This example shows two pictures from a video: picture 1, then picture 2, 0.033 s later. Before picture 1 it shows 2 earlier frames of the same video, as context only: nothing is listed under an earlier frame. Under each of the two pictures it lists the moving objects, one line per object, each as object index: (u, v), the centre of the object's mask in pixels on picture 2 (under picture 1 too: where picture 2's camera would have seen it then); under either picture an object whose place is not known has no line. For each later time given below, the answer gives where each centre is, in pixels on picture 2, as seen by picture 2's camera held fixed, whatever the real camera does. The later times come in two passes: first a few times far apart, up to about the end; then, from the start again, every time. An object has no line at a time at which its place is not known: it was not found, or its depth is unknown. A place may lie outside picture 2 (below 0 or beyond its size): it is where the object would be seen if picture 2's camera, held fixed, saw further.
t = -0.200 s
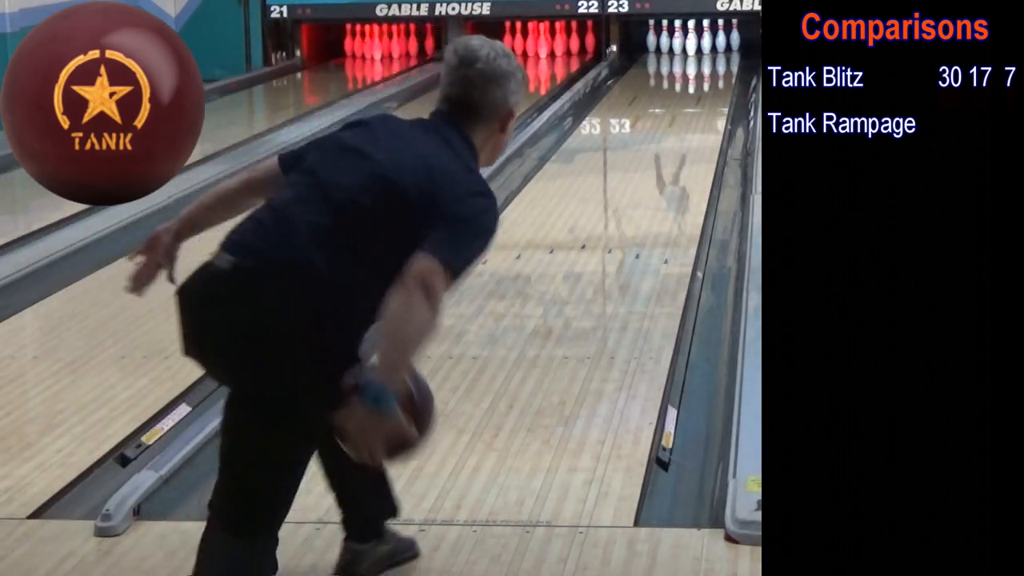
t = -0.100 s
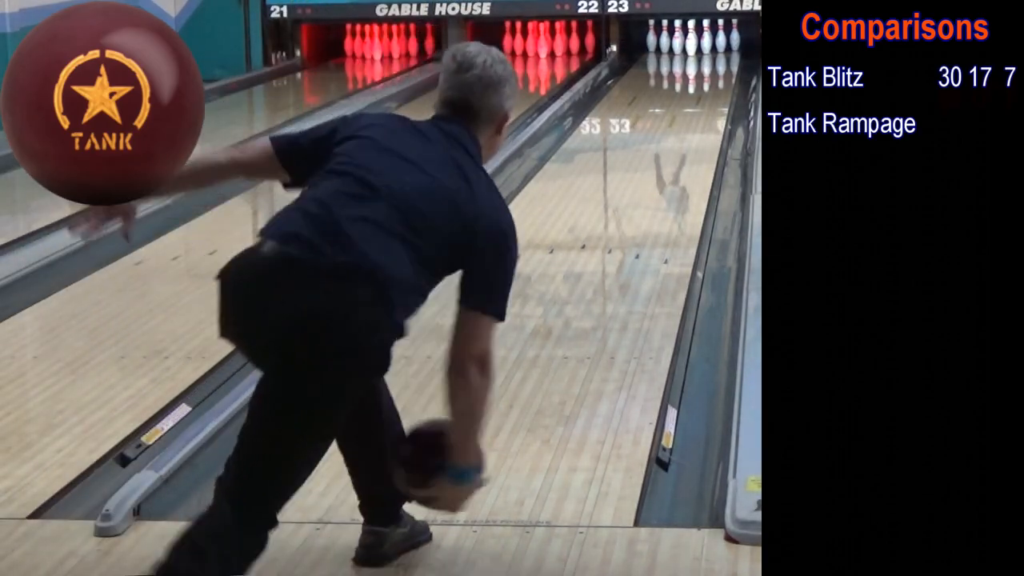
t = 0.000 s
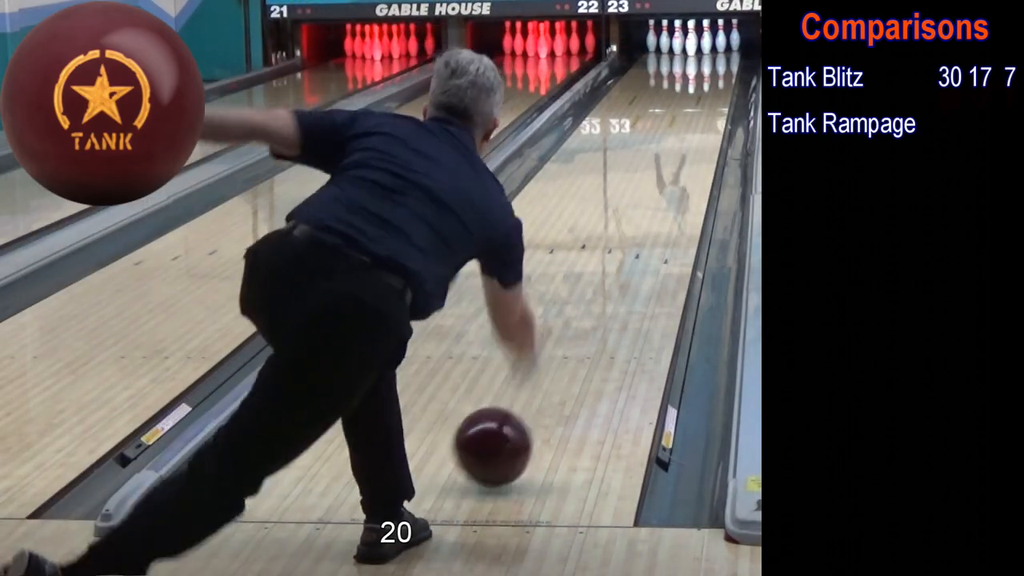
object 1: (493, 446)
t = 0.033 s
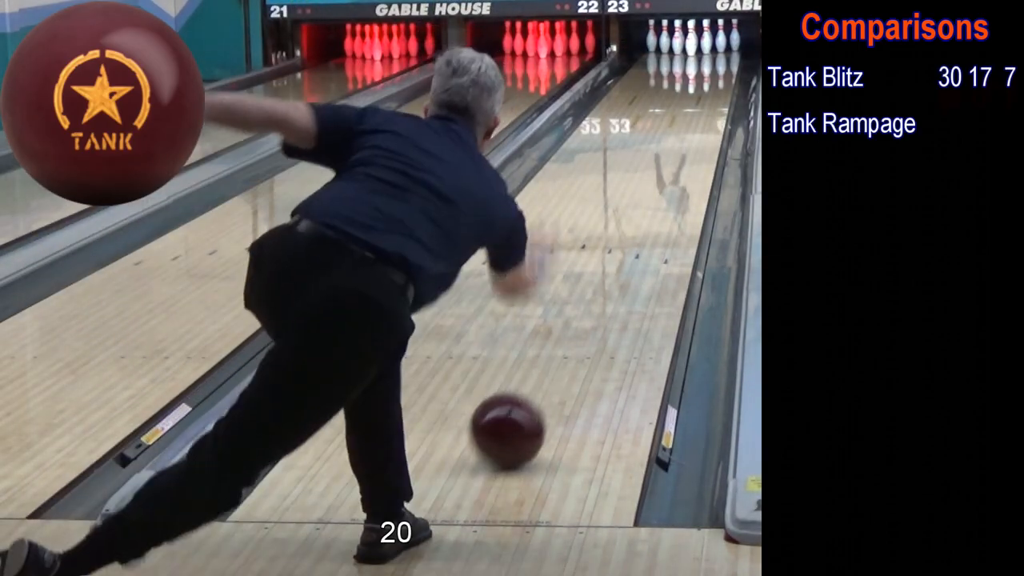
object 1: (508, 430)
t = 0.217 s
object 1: (570, 339)
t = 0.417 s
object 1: (616, 270)
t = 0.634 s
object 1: (649, 220)
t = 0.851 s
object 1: (675, 178)
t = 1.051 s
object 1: (690, 150)
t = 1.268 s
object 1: (702, 125)
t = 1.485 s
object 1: (709, 106)
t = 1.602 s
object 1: (710, 99)
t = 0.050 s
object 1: (514, 420)
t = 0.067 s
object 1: (521, 410)
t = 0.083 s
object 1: (527, 402)
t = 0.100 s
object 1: (533, 393)
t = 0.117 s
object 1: (539, 385)
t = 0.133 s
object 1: (544, 376)
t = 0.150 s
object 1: (550, 368)
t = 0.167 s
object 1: (555, 361)
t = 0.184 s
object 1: (560, 353)
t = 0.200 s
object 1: (565, 346)
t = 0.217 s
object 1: (570, 339)
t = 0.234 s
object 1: (574, 332)
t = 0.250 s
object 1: (578, 326)
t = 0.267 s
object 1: (583, 319)
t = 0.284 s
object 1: (587, 313)
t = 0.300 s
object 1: (591, 307)
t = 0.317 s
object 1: (595, 302)
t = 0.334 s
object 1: (598, 296)
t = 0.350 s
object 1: (602, 290)
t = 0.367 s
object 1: (606, 285)
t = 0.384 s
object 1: (609, 280)
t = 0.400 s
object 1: (612, 275)
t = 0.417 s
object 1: (616, 270)
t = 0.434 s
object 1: (619, 266)
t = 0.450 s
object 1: (622, 261)
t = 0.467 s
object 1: (625, 256)
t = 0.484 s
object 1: (628, 252)
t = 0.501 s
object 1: (631, 248)
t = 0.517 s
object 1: (633, 244)
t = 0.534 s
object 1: (636, 240)
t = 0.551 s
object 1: (638, 236)
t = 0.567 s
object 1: (641, 232)
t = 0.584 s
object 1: (643, 228)
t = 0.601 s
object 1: (646, 225)
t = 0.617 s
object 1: (648, 222)
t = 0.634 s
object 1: (649, 220)
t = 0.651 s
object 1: (653, 213)
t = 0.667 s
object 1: (655, 210)
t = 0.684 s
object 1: (657, 207)
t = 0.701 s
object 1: (659, 204)
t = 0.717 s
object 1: (661, 201)
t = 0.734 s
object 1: (662, 198)
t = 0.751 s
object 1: (664, 195)
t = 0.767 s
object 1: (666, 192)
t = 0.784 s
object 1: (668, 189)
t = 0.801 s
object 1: (670, 186)
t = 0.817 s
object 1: (671, 183)
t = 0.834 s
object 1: (673, 181)
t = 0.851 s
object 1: (675, 178)
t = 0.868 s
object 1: (676, 175)
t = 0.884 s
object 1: (678, 173)
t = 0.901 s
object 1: (679, 170)
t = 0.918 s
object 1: (680, 168)
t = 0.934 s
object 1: (682, 165)
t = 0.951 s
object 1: (683, 163)
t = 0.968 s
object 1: (684, 161)
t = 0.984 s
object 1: (686, 158)
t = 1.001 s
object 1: (687, 156)
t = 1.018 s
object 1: (688, 154)
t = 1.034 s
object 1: (689, 152)
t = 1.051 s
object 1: (690, 150)
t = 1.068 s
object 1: (691, 148)
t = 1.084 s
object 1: (692, 145)
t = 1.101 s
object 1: (693, 144)
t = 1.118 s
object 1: (694, 142)
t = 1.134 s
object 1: (695, 140)
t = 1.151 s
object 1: (696, 138)
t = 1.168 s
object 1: (697, 136)
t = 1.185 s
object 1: (698, 134)
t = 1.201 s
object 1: (698, 132)
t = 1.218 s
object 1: (699, 131)
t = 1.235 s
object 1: (700, 129)
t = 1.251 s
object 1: (701, 127)
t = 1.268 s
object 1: (702, 125)
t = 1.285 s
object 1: (702, 124)
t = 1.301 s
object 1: (703, 122)
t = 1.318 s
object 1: (704, 120)
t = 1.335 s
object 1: (704, 119)
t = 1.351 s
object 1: (705, 117)
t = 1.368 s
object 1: (705, 116)
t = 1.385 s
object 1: (706, 115)
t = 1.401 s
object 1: (707, 113)
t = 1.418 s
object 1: (707, 111)
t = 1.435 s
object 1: (707, 110)
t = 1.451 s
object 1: (708, 108)
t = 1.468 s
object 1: (708, 107)
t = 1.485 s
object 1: (709, 106)
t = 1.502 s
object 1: (709, 104)
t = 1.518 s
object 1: (710, 103)
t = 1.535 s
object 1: (710, 102)
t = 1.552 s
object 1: (710, 101)
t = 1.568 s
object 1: (710, 100)
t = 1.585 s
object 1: (710, 99)
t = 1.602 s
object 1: (710, 99)
